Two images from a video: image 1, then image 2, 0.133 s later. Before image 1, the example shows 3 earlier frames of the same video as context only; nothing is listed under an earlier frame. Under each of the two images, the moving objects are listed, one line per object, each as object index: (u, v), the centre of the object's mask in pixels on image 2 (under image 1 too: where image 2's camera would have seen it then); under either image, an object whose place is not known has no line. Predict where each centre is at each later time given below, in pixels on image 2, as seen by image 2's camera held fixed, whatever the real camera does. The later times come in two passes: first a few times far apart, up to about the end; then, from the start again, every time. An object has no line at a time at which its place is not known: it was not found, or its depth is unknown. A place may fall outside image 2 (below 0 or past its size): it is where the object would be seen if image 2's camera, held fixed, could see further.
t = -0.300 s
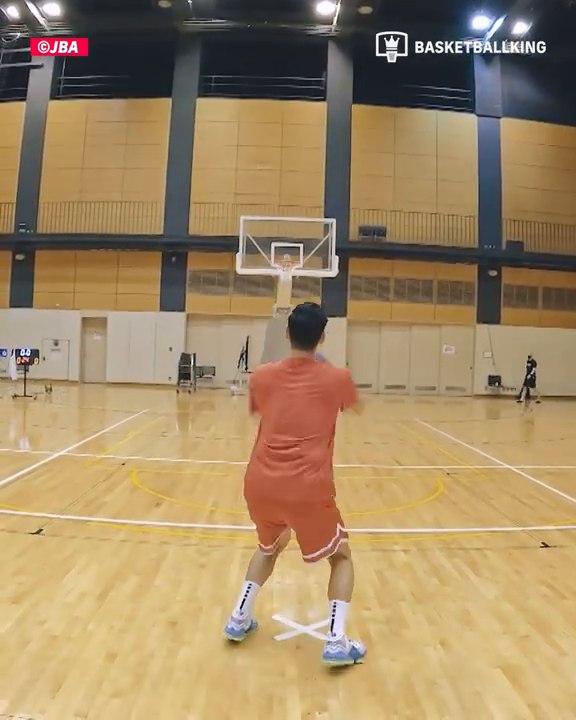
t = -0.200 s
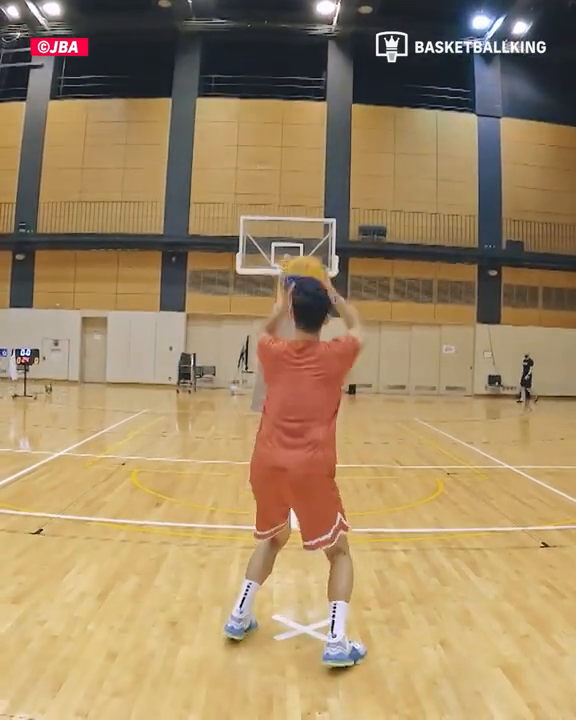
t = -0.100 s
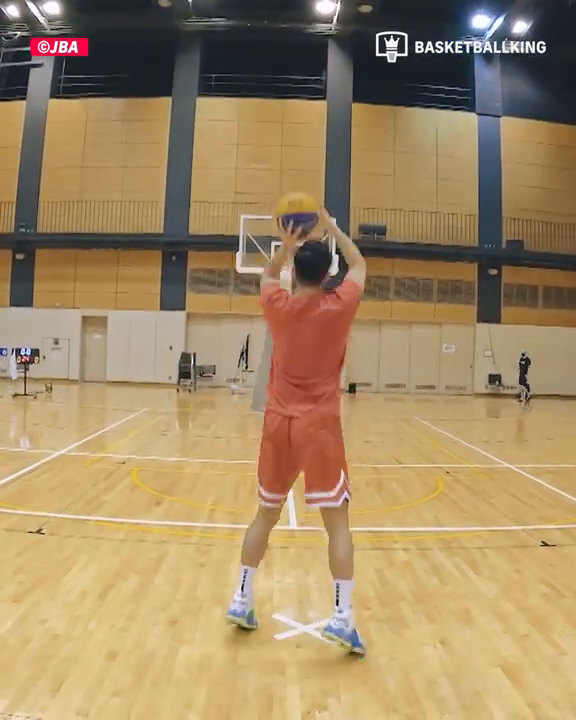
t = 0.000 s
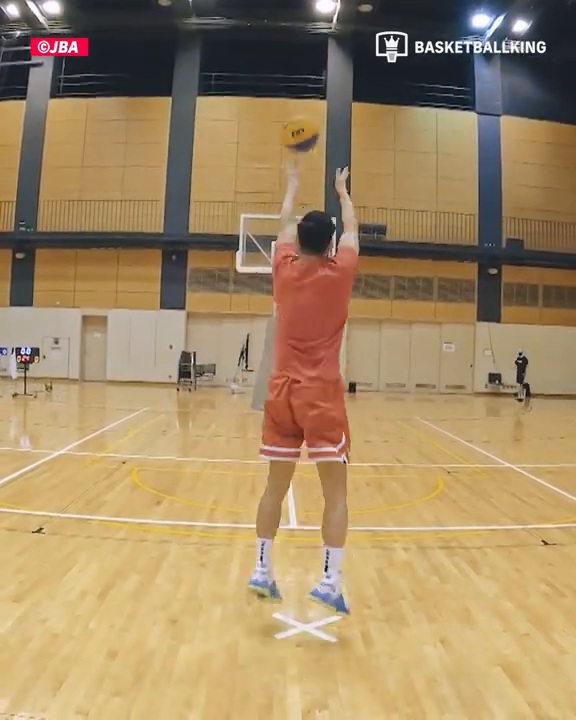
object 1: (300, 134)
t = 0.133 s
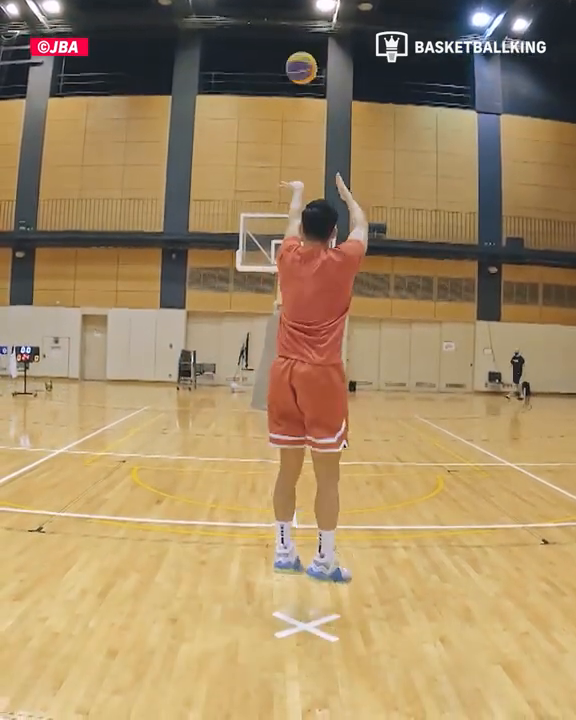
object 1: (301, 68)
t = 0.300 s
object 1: (301, 39)
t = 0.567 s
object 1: (299, 48)
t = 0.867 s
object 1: (295, 104)
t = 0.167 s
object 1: (301, 59)
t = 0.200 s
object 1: (301, 51)
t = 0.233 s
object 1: (301, 46)
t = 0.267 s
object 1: (301, 41)
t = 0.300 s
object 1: (301, 39)
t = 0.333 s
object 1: (301, 37)
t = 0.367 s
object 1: (300, 36)
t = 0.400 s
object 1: (300, 36)
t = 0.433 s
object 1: (300, 37)
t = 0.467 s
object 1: (300, 39)
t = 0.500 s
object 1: (299, 42)
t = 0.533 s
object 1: (299, 45)
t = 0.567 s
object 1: (299, 48)
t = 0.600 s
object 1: (299, 53)
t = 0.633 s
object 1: (298, 58)
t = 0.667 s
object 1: (298, 63)
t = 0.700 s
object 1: (298, 69)
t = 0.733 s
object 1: (297, 74)
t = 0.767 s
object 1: (296, 82)
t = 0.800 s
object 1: (296, 89)
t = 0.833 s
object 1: (296, 95)
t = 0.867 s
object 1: (295, 104)
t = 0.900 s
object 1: (294, 115)
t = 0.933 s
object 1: (294, 124)
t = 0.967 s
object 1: (294, 130)
